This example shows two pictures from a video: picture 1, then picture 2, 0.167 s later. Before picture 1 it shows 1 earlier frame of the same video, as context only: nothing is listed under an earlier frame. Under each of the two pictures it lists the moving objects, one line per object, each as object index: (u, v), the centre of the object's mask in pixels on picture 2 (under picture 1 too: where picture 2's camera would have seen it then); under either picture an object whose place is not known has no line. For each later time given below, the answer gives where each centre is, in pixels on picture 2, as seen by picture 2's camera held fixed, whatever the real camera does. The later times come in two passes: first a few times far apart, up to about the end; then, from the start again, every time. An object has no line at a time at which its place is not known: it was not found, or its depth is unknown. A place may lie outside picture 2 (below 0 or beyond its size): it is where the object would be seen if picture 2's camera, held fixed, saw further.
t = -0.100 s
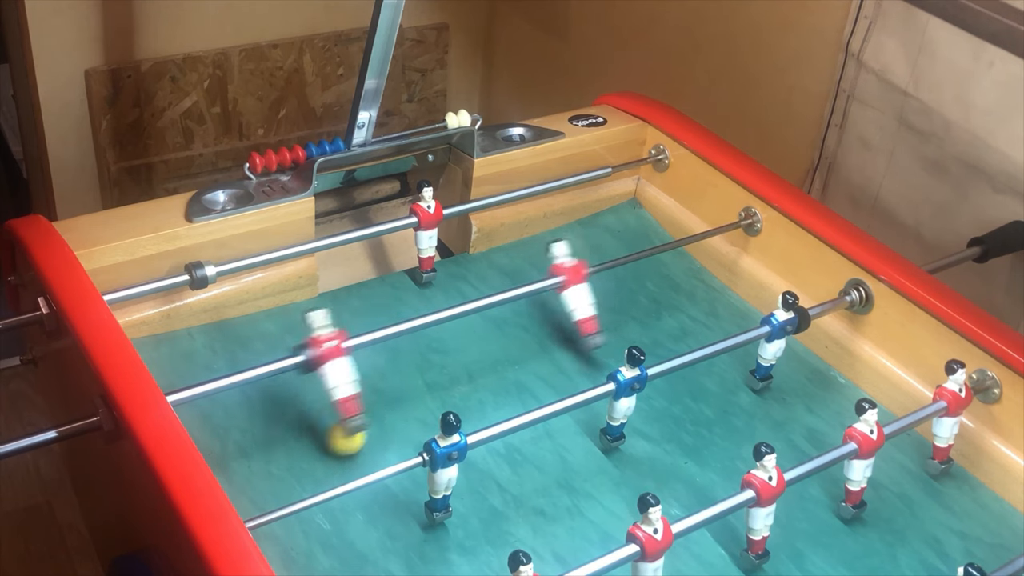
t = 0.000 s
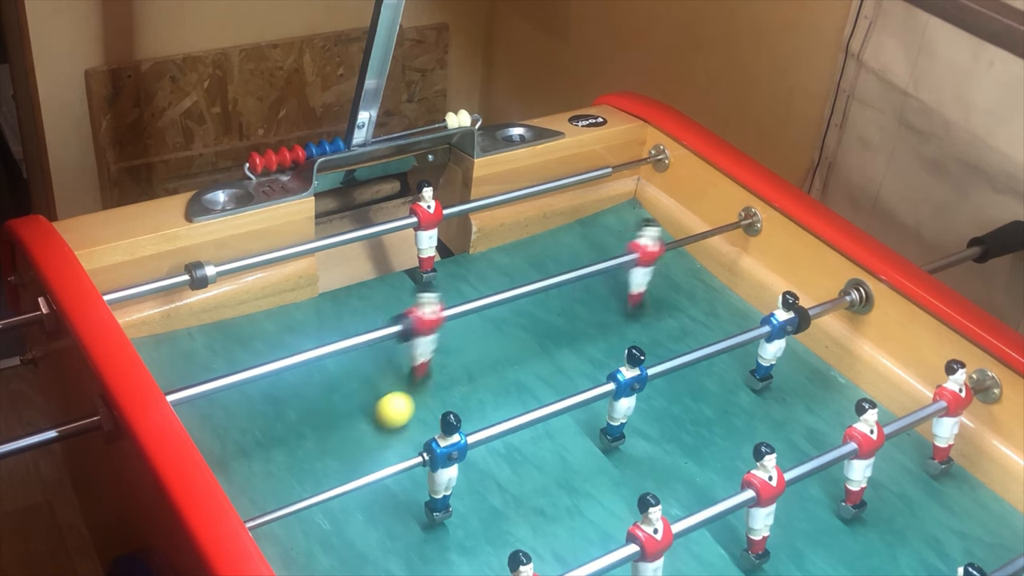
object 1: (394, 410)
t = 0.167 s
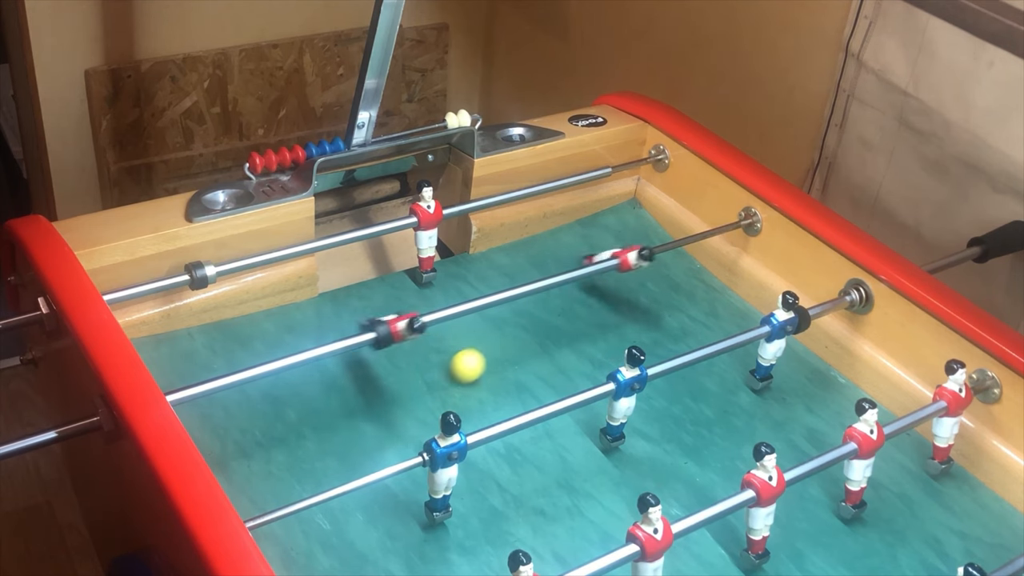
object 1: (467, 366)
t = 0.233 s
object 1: (493, 350)
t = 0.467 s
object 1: (574, 302)
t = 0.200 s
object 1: (480, 358)
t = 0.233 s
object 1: (493, 350)
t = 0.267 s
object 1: (505, 342)
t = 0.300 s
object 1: (517, 335)
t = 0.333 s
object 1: (529, 328)
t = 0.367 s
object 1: (541, 321)
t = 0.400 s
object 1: (552, 314)
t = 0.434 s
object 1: (563, 308)
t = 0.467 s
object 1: (574, 302)
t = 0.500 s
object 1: (584, 295)
